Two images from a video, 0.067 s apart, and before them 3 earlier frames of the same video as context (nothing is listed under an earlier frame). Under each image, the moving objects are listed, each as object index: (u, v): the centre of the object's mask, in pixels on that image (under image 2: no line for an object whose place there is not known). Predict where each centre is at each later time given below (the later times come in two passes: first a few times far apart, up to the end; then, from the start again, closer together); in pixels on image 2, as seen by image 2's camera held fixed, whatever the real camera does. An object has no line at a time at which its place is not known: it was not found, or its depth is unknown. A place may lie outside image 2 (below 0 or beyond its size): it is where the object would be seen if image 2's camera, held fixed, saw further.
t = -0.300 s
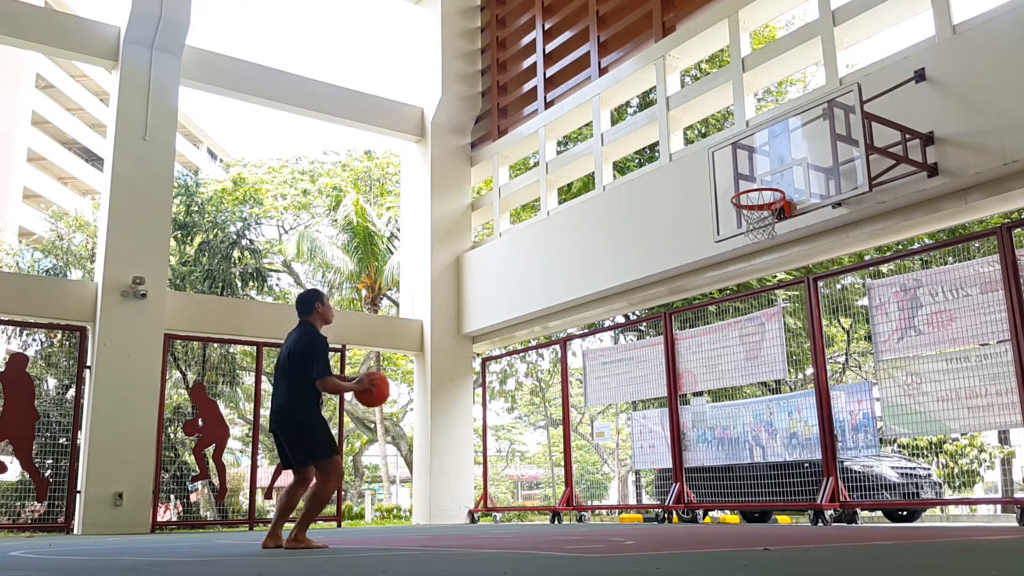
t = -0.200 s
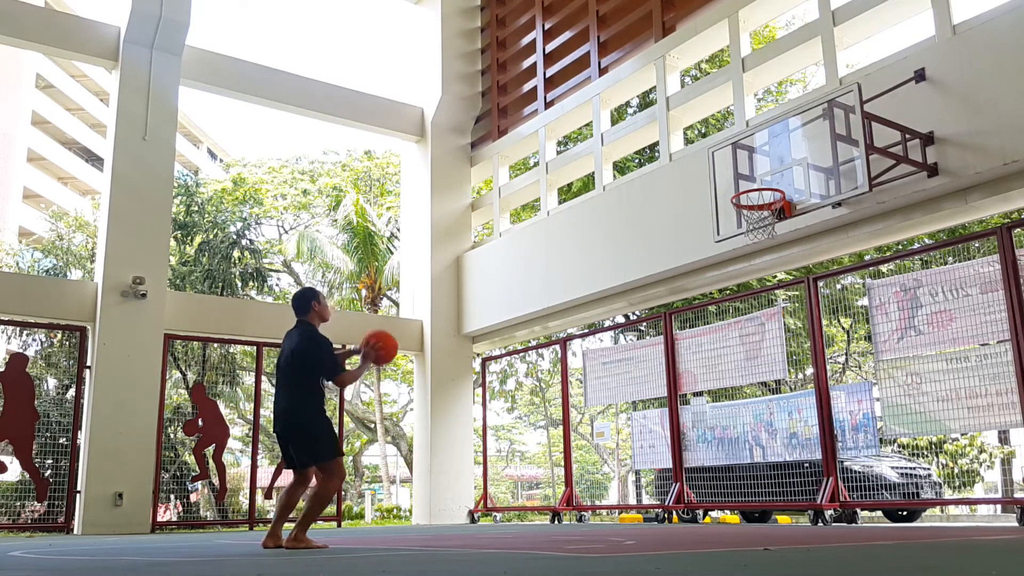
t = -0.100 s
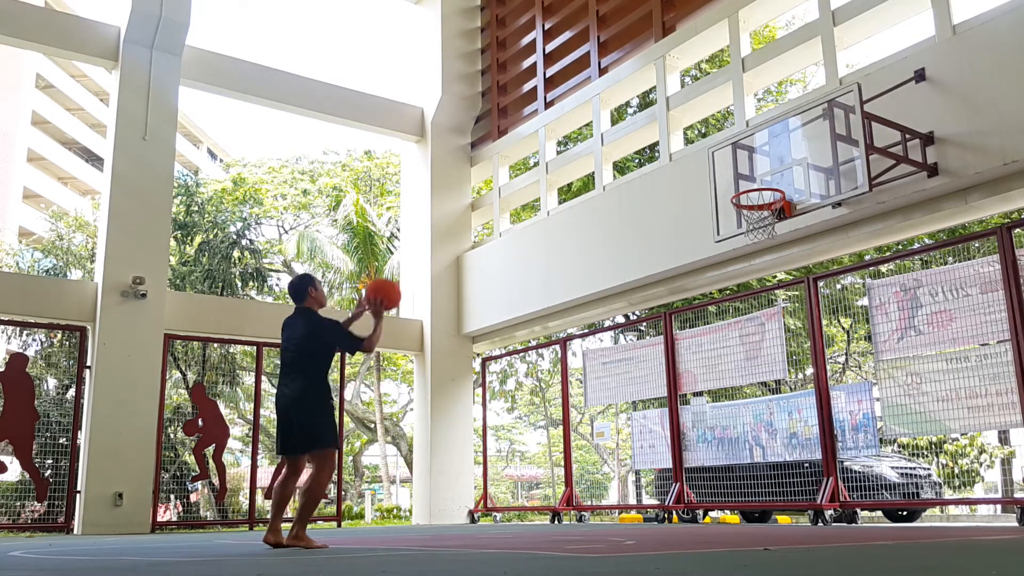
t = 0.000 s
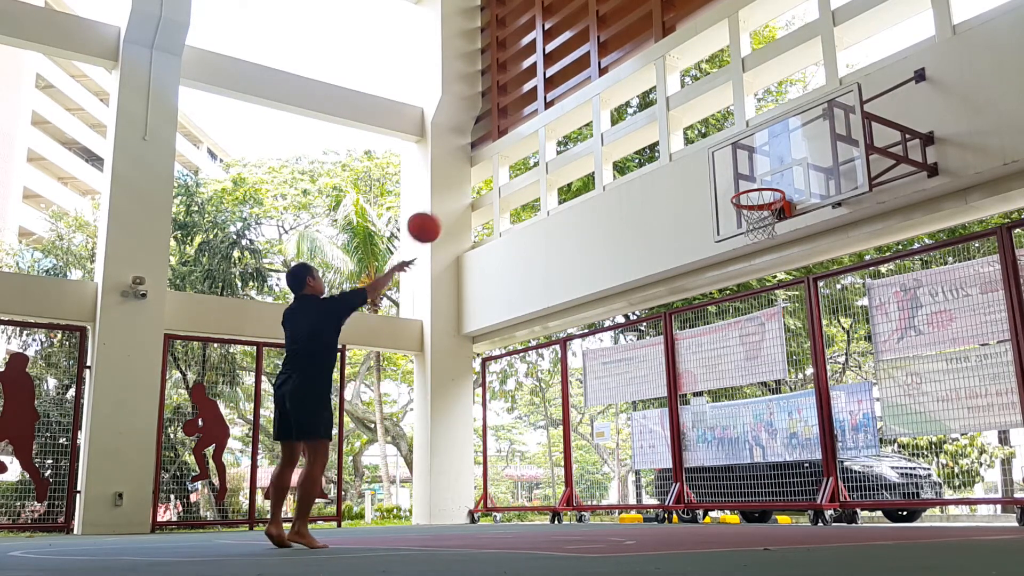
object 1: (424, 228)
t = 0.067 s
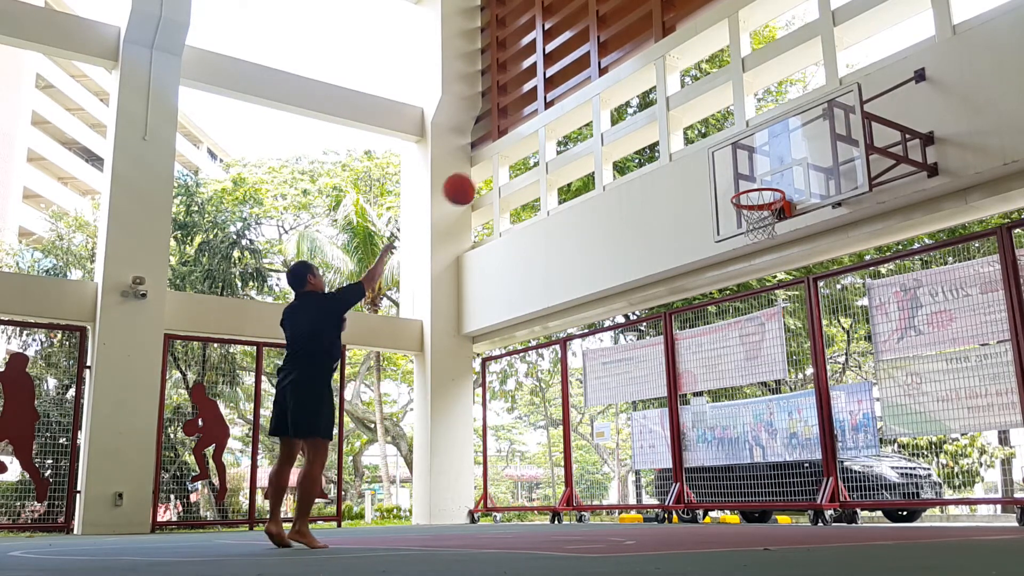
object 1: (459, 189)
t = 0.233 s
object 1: (539, 127)
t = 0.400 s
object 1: (607, 105)
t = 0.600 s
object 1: (680, 118)
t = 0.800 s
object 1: (747, 169)
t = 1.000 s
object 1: (742, 230)
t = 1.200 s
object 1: (709, 275)
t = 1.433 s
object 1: (674, 379)
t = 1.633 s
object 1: (647, 515)
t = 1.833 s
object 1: (620, 413)
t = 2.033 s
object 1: (596, 342)
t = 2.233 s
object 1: (575, 311)
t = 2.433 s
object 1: (555, 316)
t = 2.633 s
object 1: (535, 363)
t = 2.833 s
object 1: (516, 454)
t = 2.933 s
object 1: (507, 519)
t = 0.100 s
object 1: (476, 173)
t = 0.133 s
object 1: (493, 159)
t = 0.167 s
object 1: (508, 147)
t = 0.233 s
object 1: (539, 127)
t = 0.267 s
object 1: (553, 120)
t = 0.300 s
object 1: (567, 114)
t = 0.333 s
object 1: (581, 110)
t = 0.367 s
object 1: (594, 106)
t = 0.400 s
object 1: (607, 105)
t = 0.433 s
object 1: (620, 104)
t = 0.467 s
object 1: (632, 105)
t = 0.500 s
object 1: (645, 106)
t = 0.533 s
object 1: (657, 109)
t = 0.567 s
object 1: (669, 113)
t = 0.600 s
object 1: (680, 118)
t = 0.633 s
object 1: (692, 124)
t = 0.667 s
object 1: (703, 131)
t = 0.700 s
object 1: (714, 139)
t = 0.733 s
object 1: (725, 148)
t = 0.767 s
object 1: (736, 158)
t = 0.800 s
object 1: (747, 169)
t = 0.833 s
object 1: (758, 180)
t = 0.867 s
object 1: (769, 194)
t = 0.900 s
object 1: (764, 205)
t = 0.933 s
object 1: (756, 216)
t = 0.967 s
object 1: (748, 226)
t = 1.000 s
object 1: (742, 230)
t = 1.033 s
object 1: (736, 235)
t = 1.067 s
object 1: (730, 241)
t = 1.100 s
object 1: (725, 248)
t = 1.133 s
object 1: (720, 256)
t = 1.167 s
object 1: (714, 265)
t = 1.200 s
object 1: (709, 275)
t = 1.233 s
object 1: (703, 287)
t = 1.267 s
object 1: (698, 298)
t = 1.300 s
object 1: (693, 313)
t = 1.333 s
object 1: (688, 327)
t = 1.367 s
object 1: (683, 343)
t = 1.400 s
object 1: (678, 361)
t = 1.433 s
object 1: (674, 379)
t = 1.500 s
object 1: (665, 419)
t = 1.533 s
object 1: (660, 441)
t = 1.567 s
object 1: (655, 464)
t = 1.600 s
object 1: (651, 489)
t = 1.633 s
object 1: (647, 515)
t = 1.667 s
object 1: (642, 504)
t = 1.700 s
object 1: (637, 483)
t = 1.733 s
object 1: (633, 464)
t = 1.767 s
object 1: (628, 446)
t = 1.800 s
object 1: (624, 429)
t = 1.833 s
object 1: (620, 413)
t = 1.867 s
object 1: (616, 398)
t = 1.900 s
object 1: (612, 385)
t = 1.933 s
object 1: (608, 372)
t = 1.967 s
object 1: (604, 361)
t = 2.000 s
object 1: (600, 352)
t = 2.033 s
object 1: (596, 342)
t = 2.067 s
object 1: (593, 334)
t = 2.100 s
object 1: (589, 327)
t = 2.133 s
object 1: (586, 321)
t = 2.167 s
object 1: (582, 317)
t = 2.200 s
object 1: (579, 313)
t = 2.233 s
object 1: (575, 311)
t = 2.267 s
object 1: (572, 309)
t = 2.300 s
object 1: (568, 308)
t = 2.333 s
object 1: (565, 309)
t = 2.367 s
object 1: (561, 310)
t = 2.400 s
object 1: (558, 313)
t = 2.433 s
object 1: (555, 316)
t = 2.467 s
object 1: (552, 321)
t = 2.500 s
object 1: (548, 328)
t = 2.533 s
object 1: (545, 334)
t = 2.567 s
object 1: (542, 342)
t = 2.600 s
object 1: (538, 352)
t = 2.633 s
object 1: (535, 363)
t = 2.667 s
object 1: (532, 375)
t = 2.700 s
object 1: (529, 388)
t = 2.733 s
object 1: (526, 403)
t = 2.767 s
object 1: (523, 418)
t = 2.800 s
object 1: (519, 436)
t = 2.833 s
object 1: (516, 454)
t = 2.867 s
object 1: (513, 474)
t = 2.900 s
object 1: (510, 496)
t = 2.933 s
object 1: (507, 519)
